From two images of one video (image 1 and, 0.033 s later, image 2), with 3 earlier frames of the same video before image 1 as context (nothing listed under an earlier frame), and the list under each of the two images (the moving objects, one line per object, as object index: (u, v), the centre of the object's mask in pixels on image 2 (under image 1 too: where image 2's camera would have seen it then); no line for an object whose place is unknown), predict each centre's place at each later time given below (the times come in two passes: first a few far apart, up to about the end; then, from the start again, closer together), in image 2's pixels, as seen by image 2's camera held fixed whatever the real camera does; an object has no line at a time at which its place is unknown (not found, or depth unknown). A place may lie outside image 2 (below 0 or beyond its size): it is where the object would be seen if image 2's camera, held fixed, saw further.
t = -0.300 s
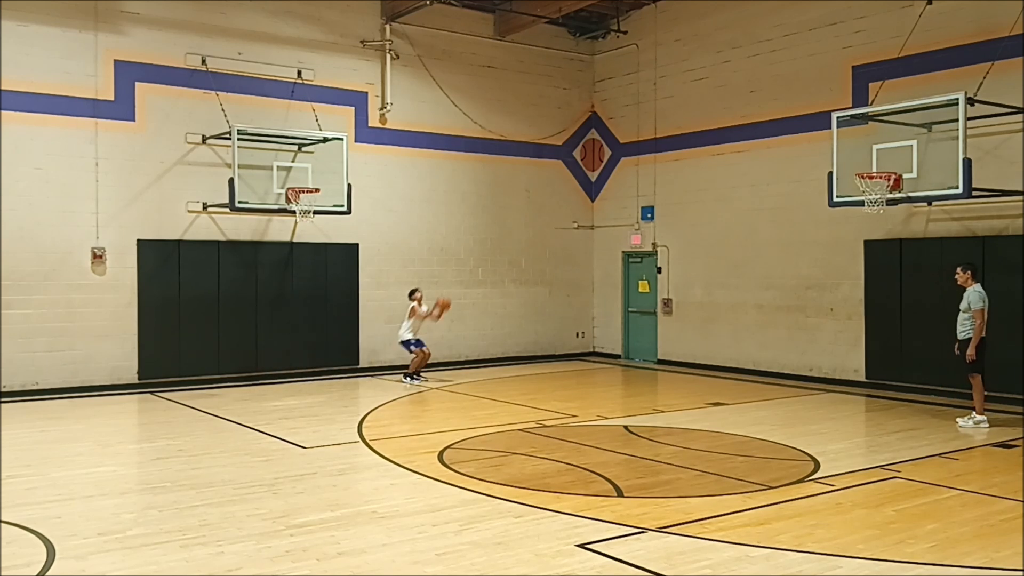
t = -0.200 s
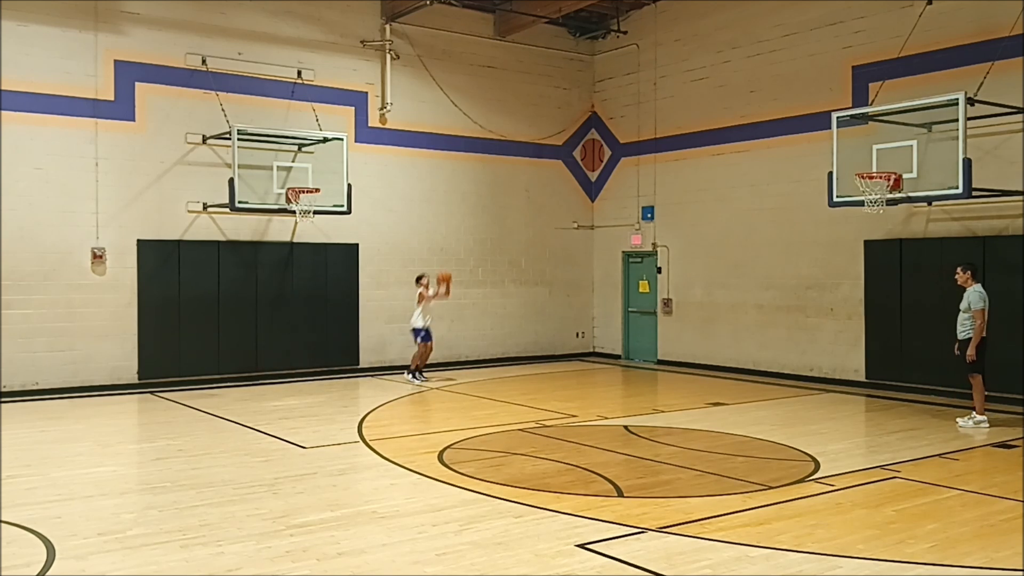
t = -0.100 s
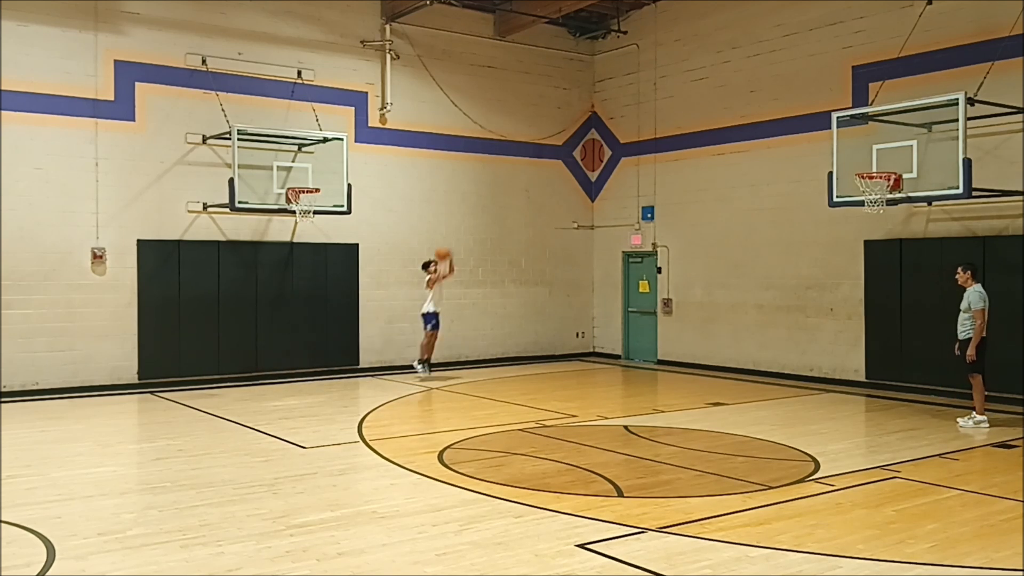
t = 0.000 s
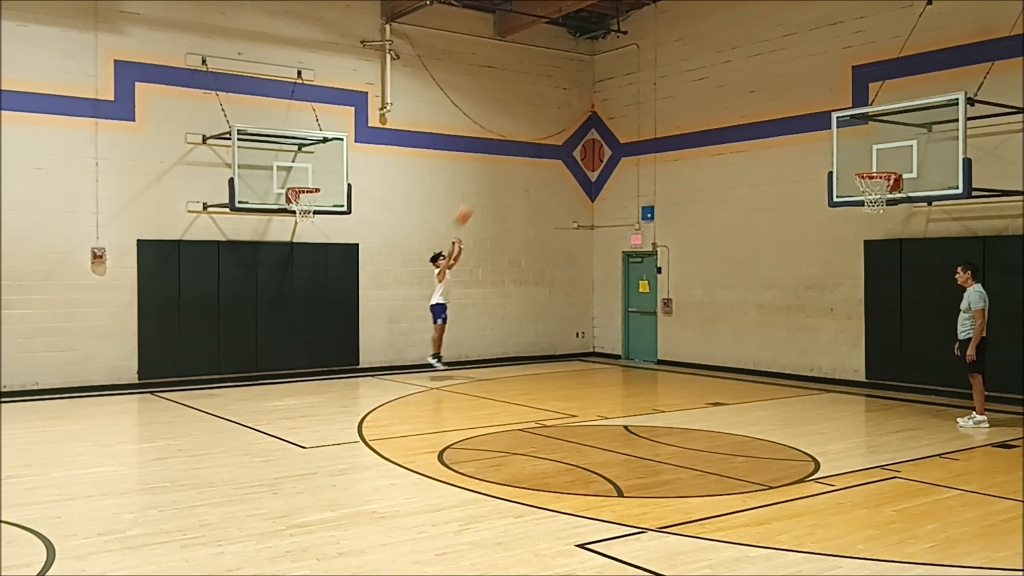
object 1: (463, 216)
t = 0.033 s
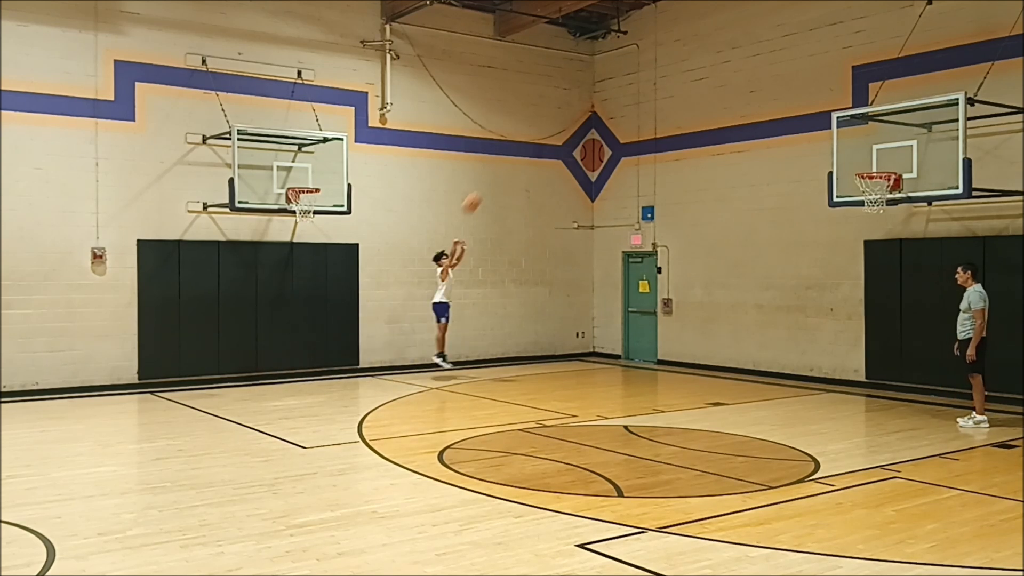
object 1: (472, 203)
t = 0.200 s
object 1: (519, 146)
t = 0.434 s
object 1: (589, 89)
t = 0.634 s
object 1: (656, 70)
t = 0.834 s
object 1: (724, 74)
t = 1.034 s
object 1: (799, 112)
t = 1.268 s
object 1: (889, 190)
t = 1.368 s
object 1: (900, 196)
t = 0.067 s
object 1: (480, 191)
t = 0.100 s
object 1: (490, 178)
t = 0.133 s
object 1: (499, 167)
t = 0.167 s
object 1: (510, 155)
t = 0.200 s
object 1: (519, 146)
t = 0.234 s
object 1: (529, 135)
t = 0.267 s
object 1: (538, 125)
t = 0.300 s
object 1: (547, 117)
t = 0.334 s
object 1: (557, 110)
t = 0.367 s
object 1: (567, 102)
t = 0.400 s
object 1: (578, 95)
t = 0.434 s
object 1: (589, 89)
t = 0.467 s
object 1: (599, 85)
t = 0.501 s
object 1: (611, 80)
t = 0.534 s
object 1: (622, 78)
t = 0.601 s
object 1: (643, 72)
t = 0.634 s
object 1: (656, 70)
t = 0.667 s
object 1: (667, 69)
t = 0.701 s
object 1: (679, 68)
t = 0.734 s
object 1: (690, 68)
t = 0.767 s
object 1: (701, 70)
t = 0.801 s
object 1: (714, 71)
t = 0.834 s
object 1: (724, 74)
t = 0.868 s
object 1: (738, 79)
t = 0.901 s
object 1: (750, 84)
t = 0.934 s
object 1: (761, 90)
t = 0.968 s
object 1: (774, 96)
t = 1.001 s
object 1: (786, 103)
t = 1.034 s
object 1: (799, 112)
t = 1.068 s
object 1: (813, 121)
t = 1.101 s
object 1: (824, 128)
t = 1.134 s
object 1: (839, 141)
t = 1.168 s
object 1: (854, 154)
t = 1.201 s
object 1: (864, 164)
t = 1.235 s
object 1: (885, 184)
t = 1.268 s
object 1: (889, 190)
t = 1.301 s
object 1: (895, 194)
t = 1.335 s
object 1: (897, 195)
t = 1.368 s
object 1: (900, 196)
